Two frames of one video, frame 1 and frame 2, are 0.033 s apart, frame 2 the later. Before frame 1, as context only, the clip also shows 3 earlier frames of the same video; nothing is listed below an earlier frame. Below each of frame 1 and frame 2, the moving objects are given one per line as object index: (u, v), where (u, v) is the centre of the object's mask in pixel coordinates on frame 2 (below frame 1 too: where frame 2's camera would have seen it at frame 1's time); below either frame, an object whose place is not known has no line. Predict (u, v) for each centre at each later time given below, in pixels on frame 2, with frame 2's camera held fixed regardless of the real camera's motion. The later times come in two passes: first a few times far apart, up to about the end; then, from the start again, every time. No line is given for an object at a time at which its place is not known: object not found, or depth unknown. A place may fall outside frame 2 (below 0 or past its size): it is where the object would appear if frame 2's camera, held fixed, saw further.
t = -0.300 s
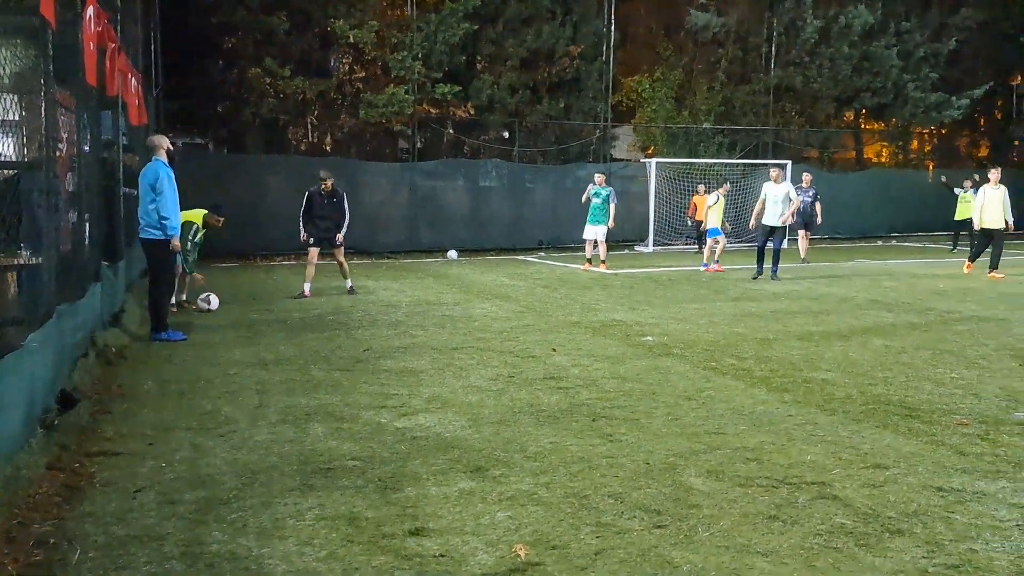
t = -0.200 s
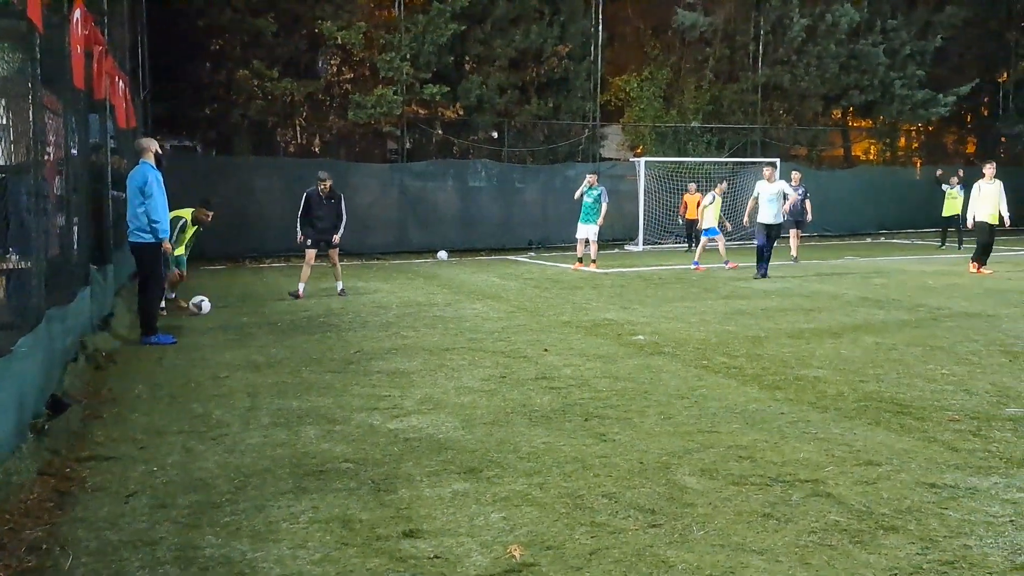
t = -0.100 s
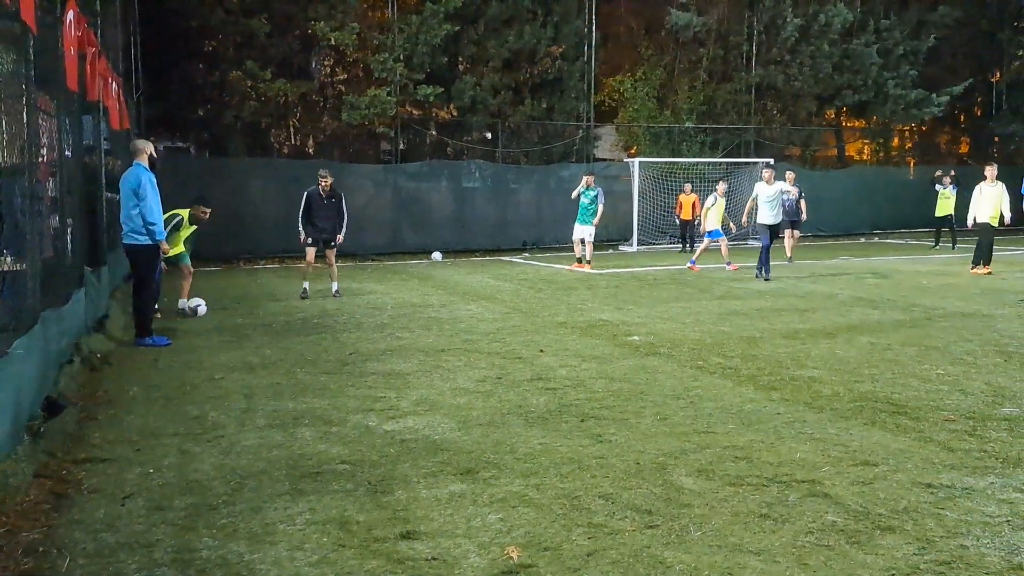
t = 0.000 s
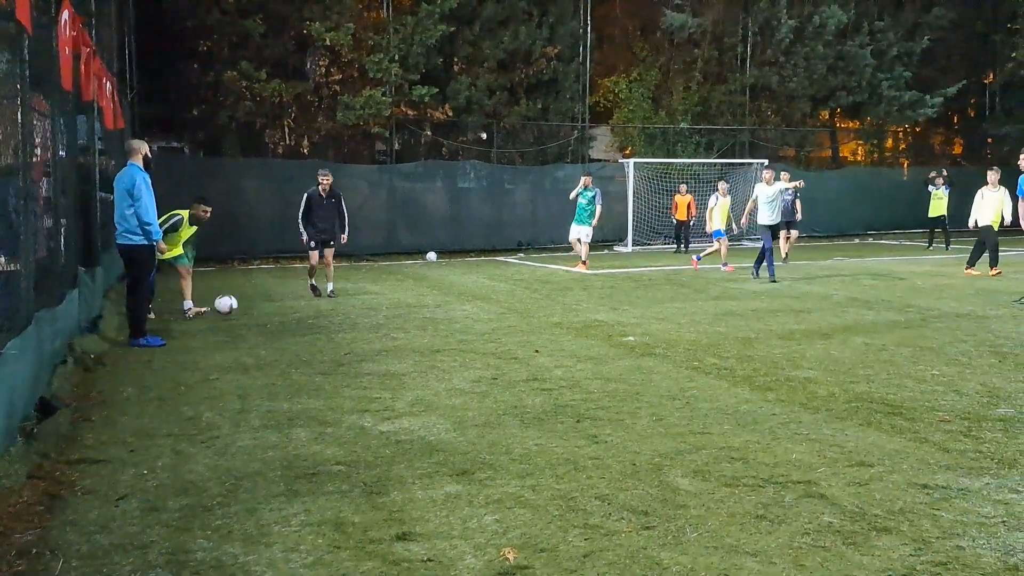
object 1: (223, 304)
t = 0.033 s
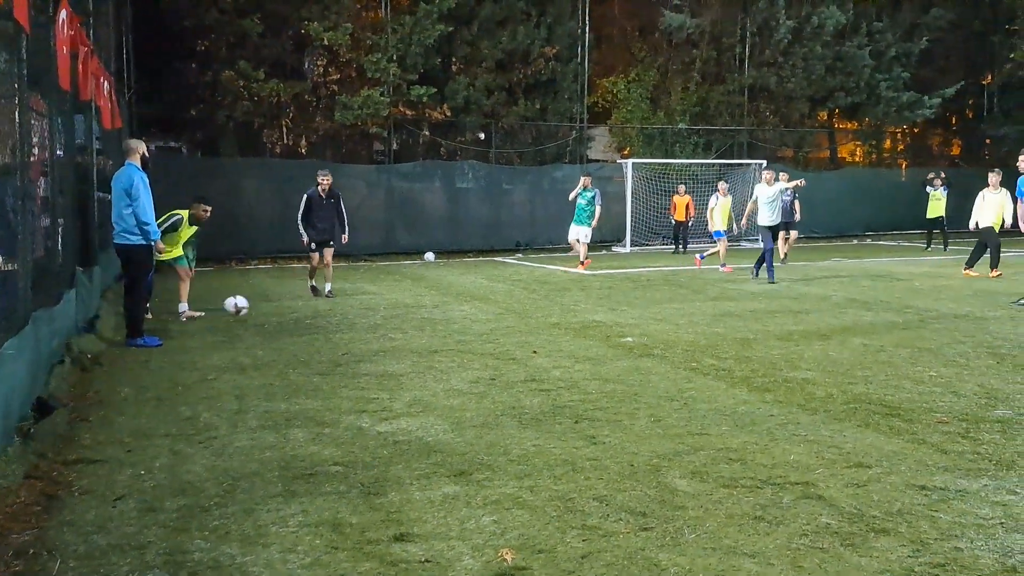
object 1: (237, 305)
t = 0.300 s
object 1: (349, 323)
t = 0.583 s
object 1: (480, 346)
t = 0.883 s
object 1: (620, 367)
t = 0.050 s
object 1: (243, 306)
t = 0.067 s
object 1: (250, 307)
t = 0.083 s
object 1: (256, 309)
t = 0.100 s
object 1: (264, 310)
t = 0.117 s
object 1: (271, 313)
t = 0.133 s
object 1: (278, 316)
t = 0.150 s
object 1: (285, 318)
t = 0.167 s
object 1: (293, 320)
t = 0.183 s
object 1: (298, 320)
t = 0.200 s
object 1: (305, 320)
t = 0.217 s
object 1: (313, 319)
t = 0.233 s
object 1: (320, 319)
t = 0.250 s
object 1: (326, 320)
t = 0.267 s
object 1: (334, 321)
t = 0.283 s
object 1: (341, 322)
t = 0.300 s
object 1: (349, 323)
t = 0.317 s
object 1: (357, 325)
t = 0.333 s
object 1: (364, 327)
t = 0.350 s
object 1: (371, 329)
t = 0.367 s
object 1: (379, 332)
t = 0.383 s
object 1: (387, 333)
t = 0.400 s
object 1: (393, 334)
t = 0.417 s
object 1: (403, 336)
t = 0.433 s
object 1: (410, 336)
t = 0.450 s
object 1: (417, 336)
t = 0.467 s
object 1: (426, 338)
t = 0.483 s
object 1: (433, 340)
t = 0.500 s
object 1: (441, 341)
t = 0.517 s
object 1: (449, 343)
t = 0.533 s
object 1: (456, 344)
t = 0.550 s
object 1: (464, 345)
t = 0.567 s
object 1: (472, 346)
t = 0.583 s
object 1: (480, 346)
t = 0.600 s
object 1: (487, 346)
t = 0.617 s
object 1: (495, 348)
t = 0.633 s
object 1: (504, 349)
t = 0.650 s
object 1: (512, 351)
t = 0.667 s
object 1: (520, 354)
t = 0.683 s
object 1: (528, 354)
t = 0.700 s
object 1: (535, 354)
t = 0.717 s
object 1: (542, 355)
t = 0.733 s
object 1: (550, 355)
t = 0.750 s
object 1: (558, 356)
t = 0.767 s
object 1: (566, 358)
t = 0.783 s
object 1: (574, 360)
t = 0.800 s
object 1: (581, 361)
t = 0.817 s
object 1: (589, 365)
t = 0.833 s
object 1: (597, 365)
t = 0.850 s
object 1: (605, 365)
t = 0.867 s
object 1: (612, 366)
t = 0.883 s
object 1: (620, 367)
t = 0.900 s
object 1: (626, 369)
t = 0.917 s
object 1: (634, 371)
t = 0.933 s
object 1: (642, 373)
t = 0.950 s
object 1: (649, 374)
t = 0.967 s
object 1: (657, 375)
